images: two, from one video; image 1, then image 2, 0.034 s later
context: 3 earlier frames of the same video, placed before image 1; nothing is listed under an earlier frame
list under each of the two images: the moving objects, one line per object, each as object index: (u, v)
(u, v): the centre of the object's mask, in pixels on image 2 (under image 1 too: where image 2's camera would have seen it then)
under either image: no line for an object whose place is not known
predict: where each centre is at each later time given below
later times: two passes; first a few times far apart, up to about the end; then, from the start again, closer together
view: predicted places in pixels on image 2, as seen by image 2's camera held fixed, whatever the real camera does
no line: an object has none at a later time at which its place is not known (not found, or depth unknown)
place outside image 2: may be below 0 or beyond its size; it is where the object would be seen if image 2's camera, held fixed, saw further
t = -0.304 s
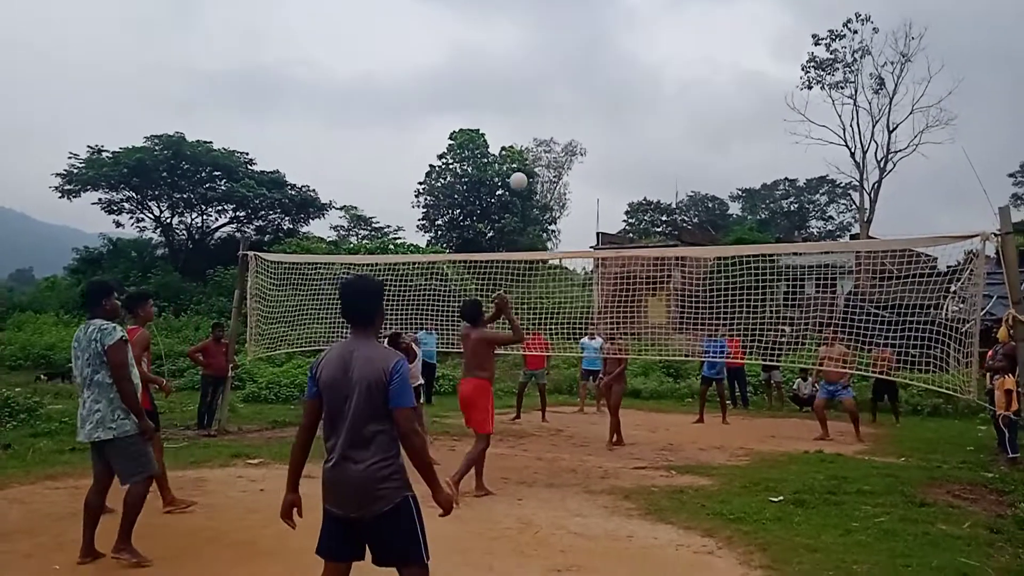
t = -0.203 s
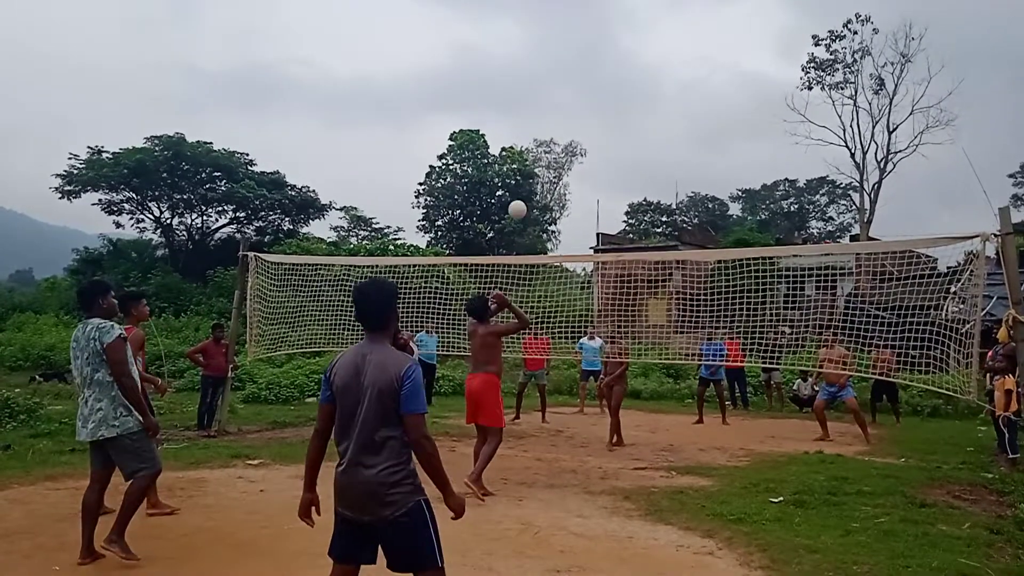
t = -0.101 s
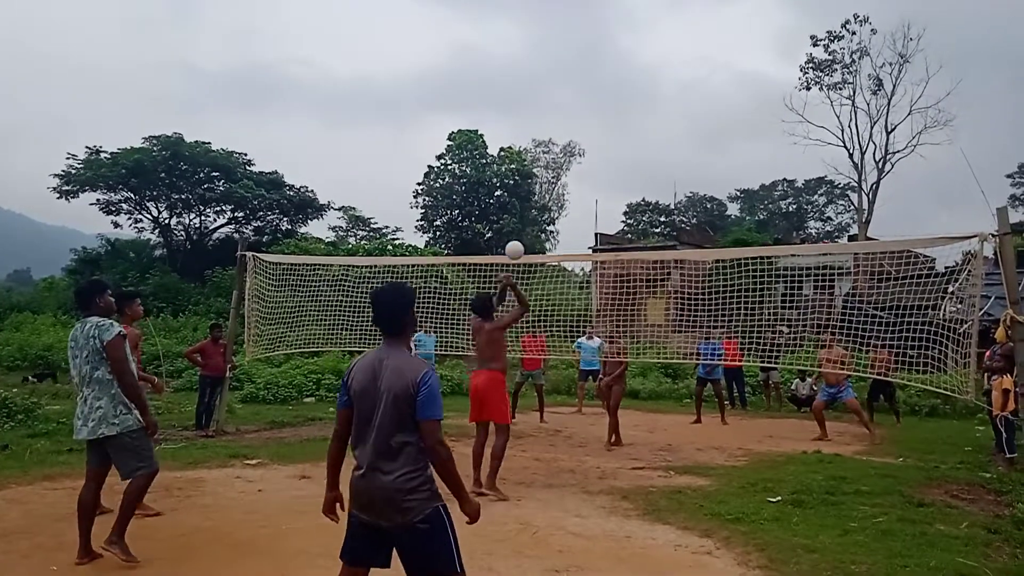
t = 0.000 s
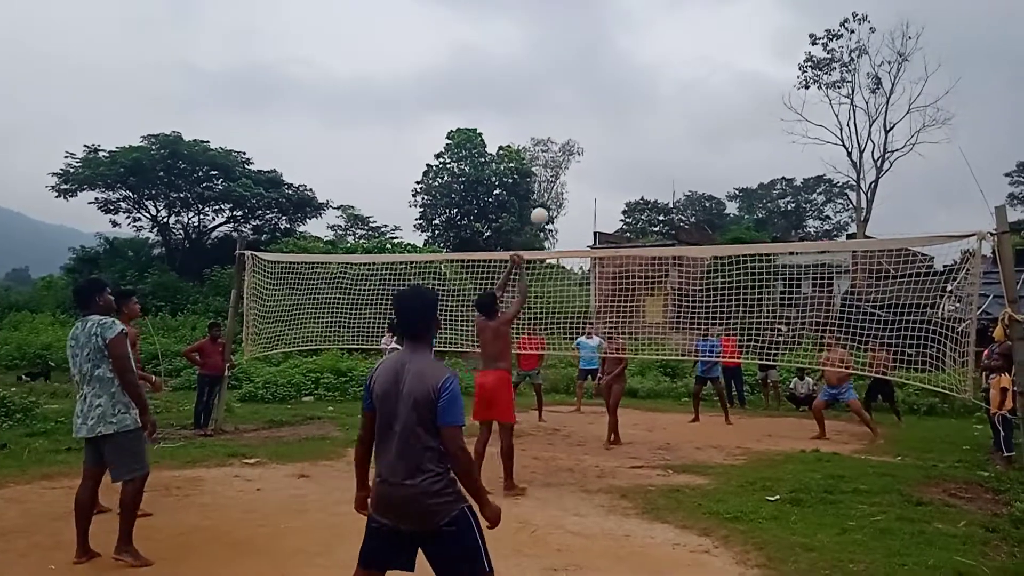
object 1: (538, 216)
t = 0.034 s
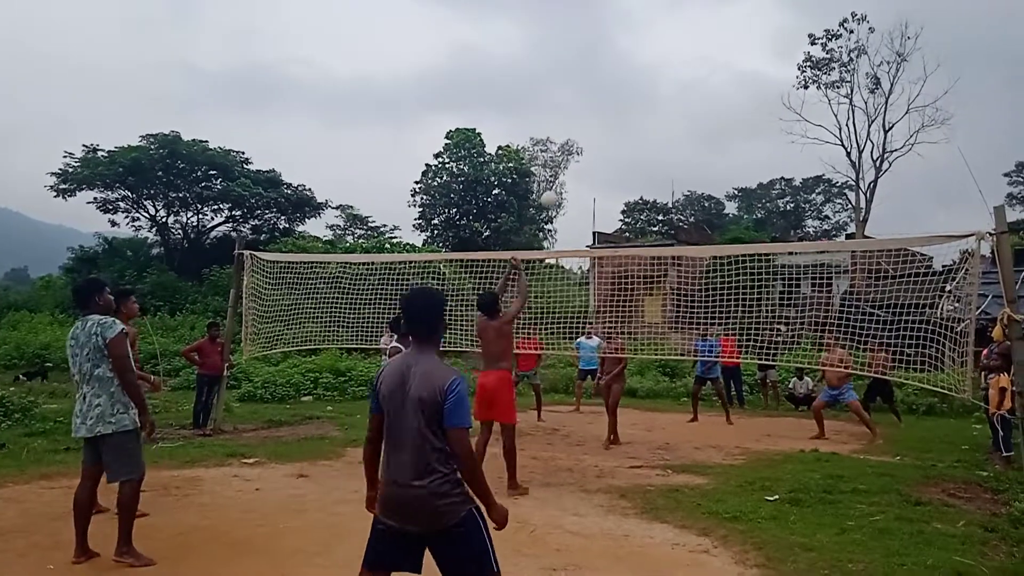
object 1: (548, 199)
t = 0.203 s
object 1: (595, 145)
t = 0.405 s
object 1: (636, 124)
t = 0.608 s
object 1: (667, 136)
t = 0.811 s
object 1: (691, 172)
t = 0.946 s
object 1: (705, 205)
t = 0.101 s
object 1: (569, 173)
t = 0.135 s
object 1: (578, 161)
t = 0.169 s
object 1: (587, 152)
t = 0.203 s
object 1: (595, 145)
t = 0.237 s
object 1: (603, 139)
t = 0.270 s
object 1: (610, 134)
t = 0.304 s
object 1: (617, 130)
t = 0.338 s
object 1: (624, 127)
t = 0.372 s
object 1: (630, 125)
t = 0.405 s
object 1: (636, 124)
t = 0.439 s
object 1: (642, 124)
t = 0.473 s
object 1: (647, 125)
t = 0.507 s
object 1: (653, 127)
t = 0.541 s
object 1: (658, 130)
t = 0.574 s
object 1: (662, 132)
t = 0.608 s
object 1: (667, 136)
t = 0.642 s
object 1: (672, 141)
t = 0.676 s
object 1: (676, 146)
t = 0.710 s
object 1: (680, 151)
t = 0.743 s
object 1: (684, 158)
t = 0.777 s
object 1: (688, 165)
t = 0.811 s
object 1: (691, 172)
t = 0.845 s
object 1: (695, 180)
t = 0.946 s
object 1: (705, 205)
